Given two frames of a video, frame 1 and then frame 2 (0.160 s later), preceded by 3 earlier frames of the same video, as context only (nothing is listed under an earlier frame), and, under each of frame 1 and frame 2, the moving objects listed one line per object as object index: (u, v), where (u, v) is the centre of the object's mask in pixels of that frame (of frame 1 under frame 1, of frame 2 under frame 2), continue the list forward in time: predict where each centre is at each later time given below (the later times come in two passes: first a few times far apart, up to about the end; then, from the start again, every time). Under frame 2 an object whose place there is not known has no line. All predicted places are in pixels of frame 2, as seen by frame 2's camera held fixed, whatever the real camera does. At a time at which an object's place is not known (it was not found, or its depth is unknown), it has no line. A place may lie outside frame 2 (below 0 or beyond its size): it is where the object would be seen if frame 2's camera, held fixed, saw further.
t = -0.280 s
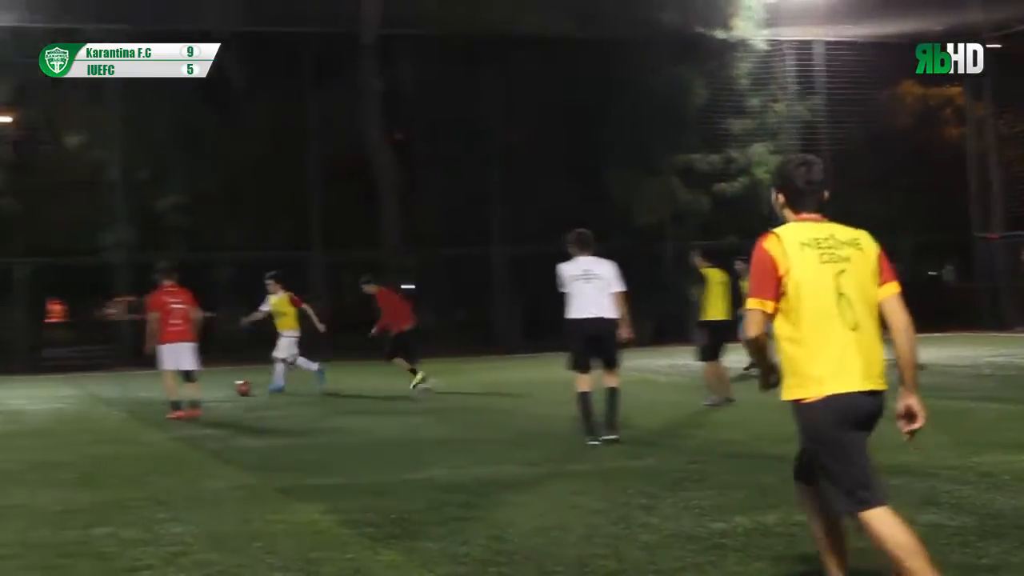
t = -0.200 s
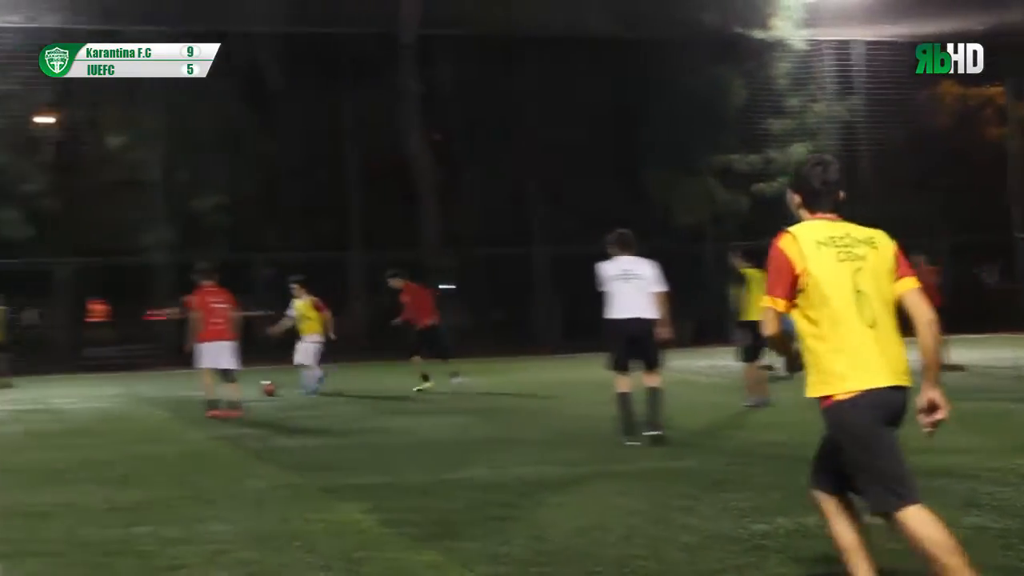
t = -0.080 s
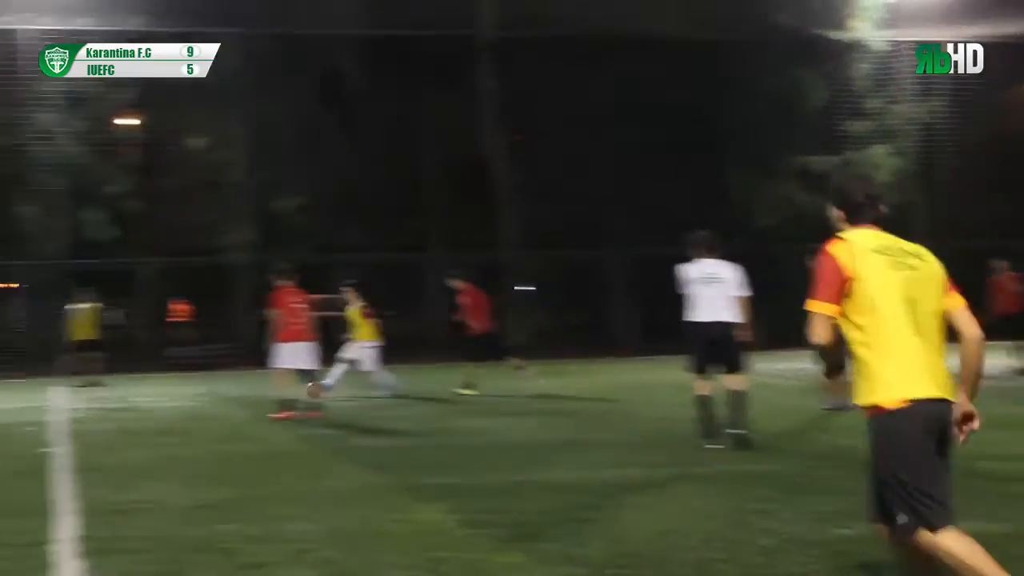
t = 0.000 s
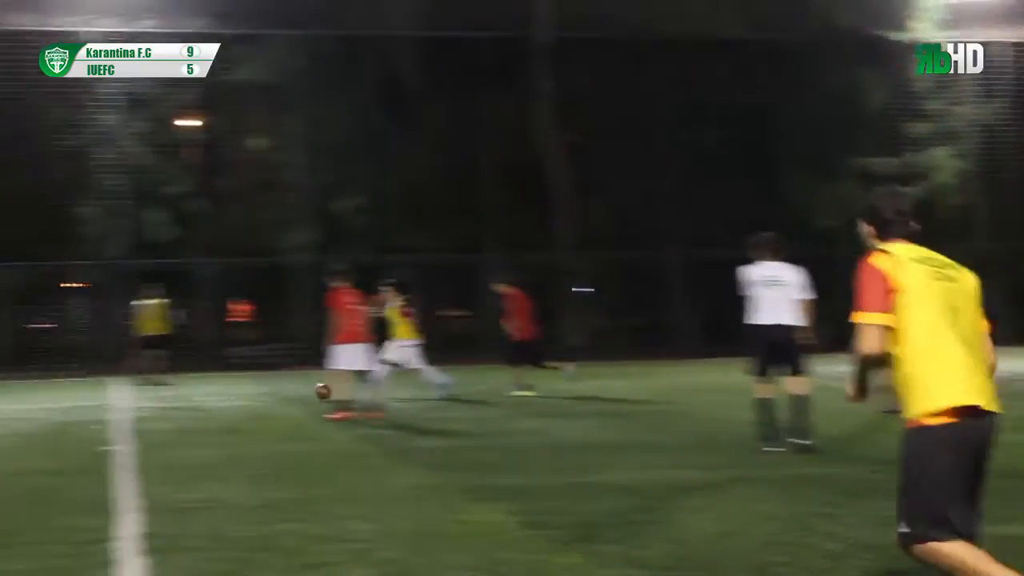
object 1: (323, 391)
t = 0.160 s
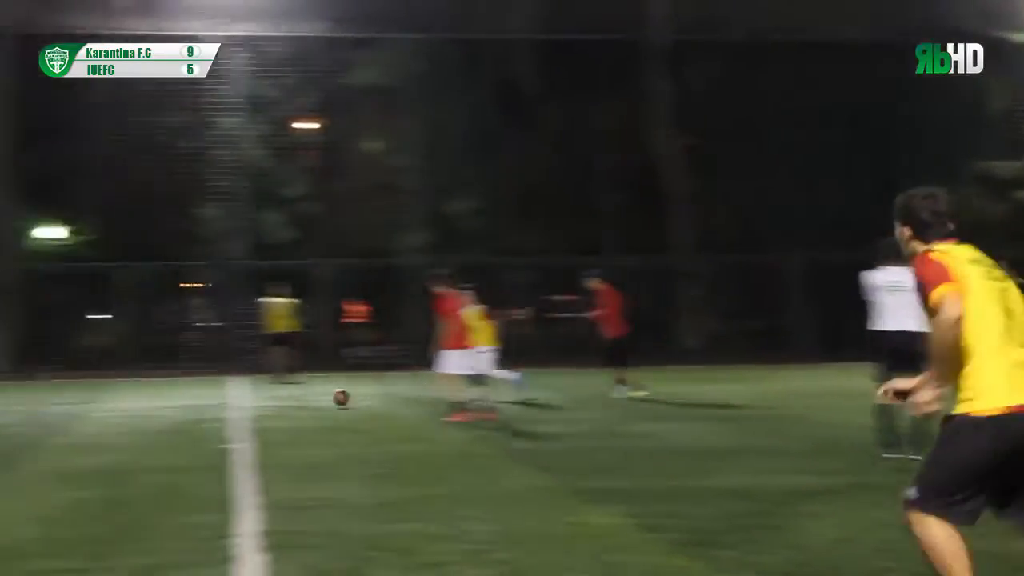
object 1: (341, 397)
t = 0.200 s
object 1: (320, 399)
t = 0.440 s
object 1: (187, 411)
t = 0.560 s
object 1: (119, 412)
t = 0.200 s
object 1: (320, 399)
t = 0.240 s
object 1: (296, 403)
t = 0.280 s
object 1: (275, 403)
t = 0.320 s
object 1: (254, 402)
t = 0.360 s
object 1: (231, 405)
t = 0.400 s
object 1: (209, 408)
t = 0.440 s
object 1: (187, 411)
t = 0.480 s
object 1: (165, 410)
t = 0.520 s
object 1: (142, 411)
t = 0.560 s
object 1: (119, 412)
